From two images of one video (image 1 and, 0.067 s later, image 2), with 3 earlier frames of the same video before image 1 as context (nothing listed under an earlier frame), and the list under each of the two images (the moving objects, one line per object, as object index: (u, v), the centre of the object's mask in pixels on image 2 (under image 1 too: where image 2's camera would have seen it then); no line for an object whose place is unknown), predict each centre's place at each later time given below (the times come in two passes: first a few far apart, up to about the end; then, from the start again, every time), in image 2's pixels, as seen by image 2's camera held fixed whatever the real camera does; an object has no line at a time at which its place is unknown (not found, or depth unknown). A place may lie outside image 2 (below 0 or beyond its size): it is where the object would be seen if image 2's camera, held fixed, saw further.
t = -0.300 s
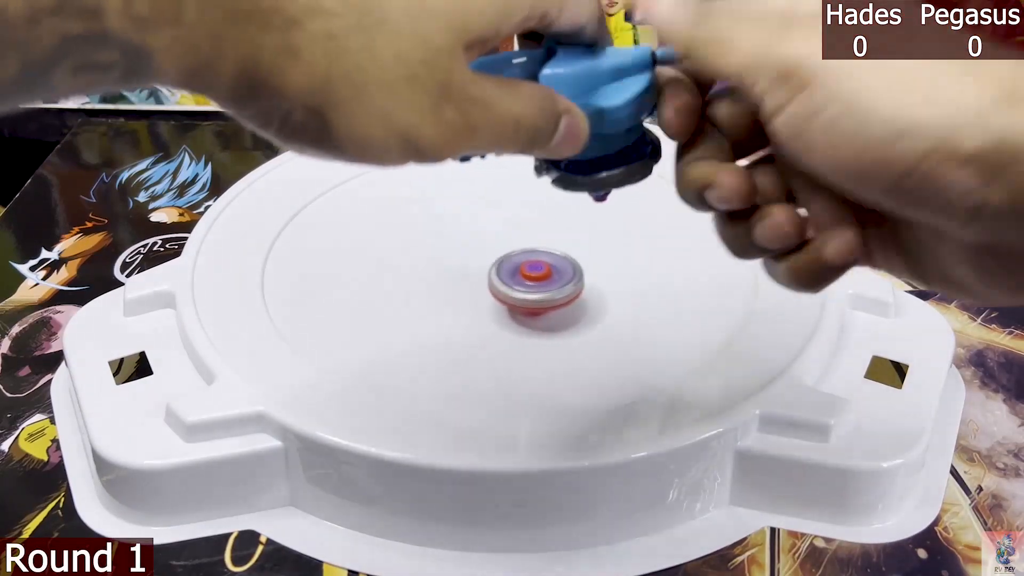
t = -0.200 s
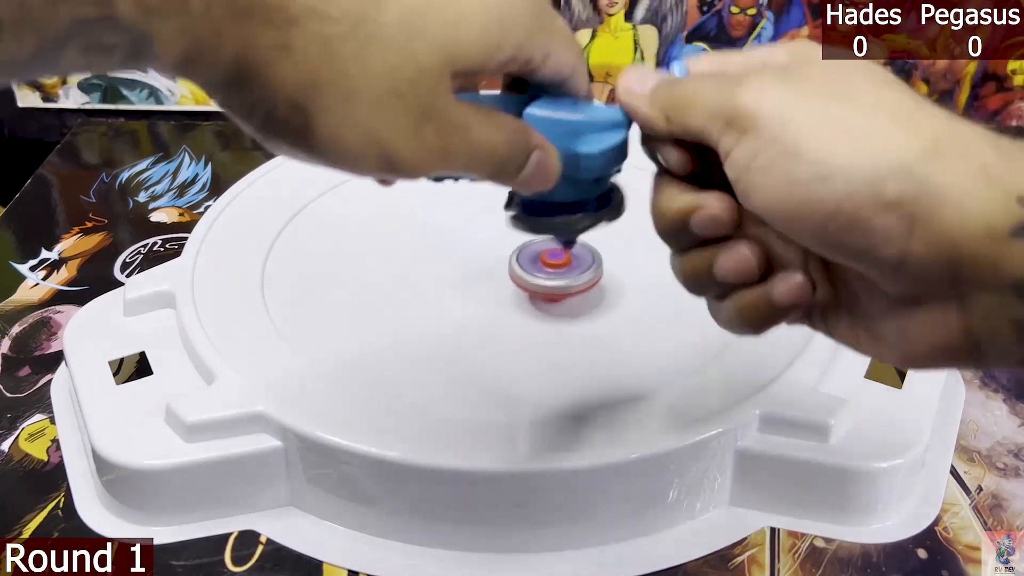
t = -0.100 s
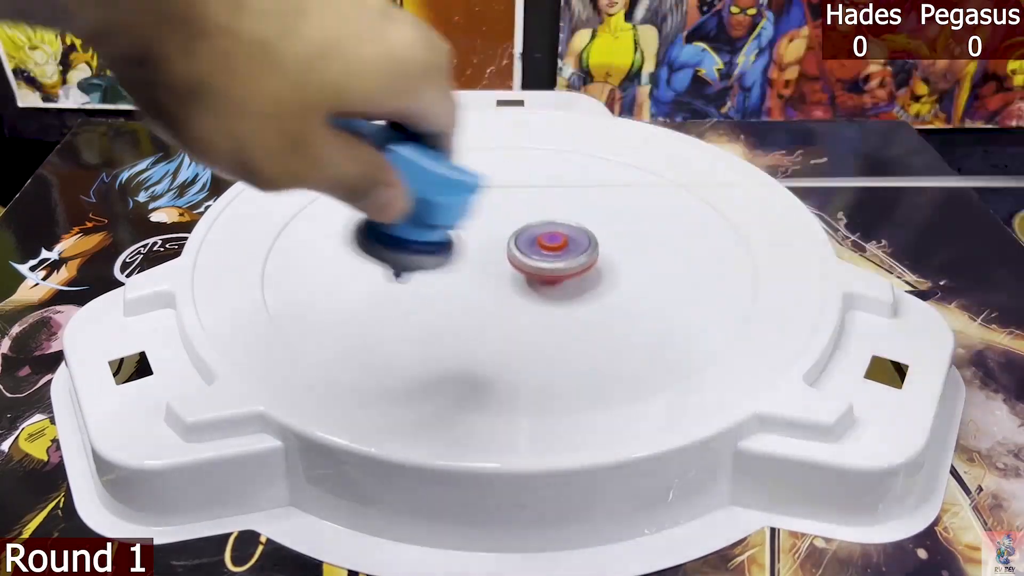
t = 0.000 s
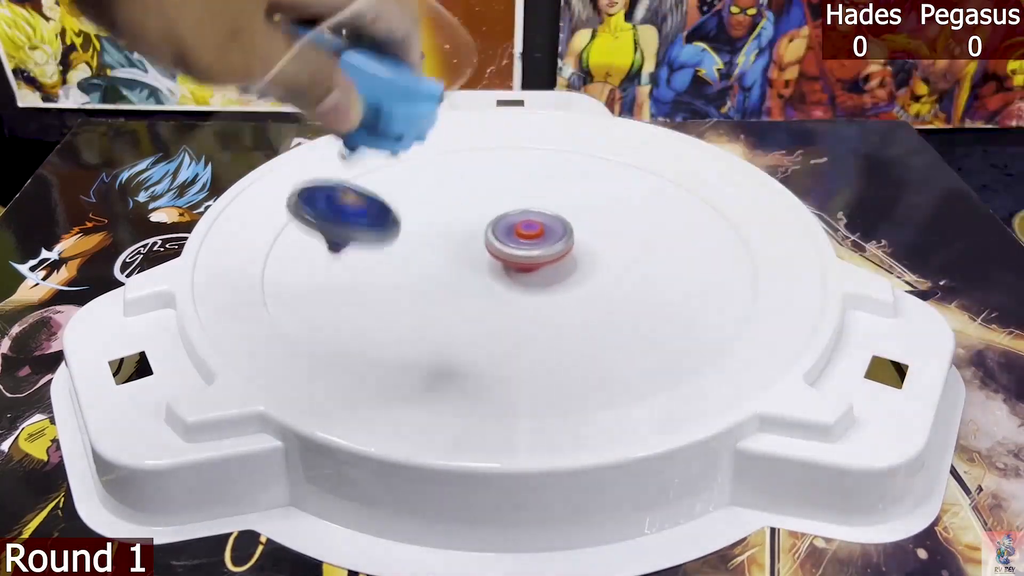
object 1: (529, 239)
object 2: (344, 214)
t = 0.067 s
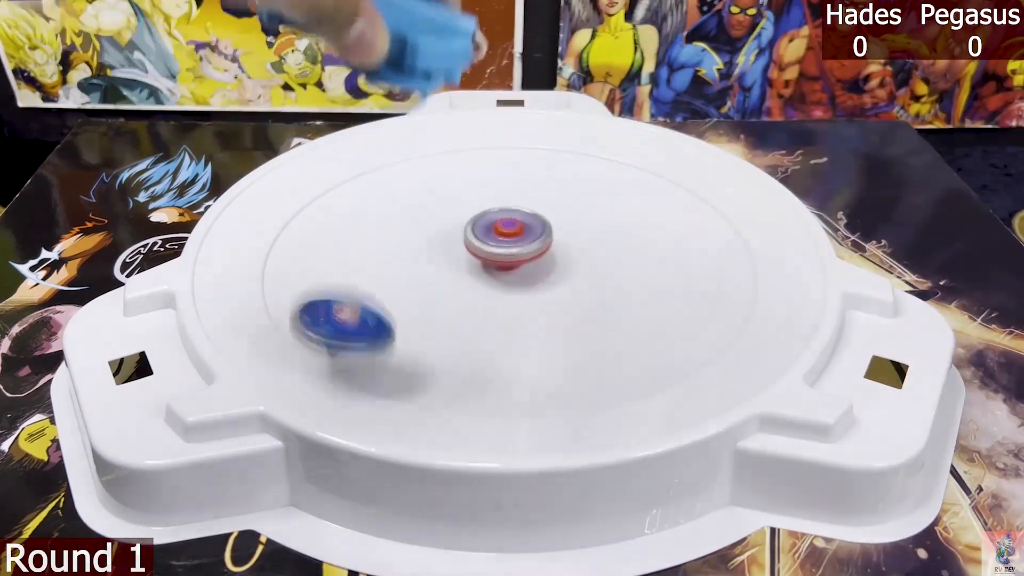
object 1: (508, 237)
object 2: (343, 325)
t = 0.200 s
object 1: (489, 225)
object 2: (446, 294)
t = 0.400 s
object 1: (531, 156)
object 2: (391, 210)
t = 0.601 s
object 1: (496, 185)
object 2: (309, 238)
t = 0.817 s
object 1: (584, 197)
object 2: (267, 256)
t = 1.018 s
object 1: (772, 170)
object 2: (398, 297)
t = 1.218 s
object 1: (680, 246)
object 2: (408, 259)
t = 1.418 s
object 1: (464, 275)
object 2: (368, 241)
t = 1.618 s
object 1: (482, 309)
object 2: (294, 235)
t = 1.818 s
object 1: (584, 301)
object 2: (445, 253)
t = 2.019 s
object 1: (635, 269)
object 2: (464, 154)
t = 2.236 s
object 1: (634, 240)
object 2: (387, 197)
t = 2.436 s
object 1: (625, 241)
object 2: (492, 221)
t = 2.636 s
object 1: (833, 265)
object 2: (352, 180)
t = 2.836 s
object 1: (932, 344)
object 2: (444, 274)
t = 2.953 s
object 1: (995, 410)
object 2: (569, 254)
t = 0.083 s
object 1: (502, 237)
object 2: (355, 339)
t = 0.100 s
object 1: (497, 238)
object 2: (376, 320)
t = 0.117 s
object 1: (492, 238)
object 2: (394, 307)
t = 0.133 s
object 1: (487, 238)
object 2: (413, 301)
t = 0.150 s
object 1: (484, 239)
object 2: (432, 299)
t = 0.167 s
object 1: (481, 239)
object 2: (447, 296)
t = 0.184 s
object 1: (483, 235)
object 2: (450, 289)
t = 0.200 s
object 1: (489, 225)
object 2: (446, 294)
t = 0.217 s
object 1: (496, 215)
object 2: (443, 294)
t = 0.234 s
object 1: (502, 205)
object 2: (441, 293)
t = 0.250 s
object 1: (508, 196)
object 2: (440, 290)
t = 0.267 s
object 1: (513, 188)
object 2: (439, 285)
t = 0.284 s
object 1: (517, 181)
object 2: (439, 278)
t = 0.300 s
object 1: (521, 175)
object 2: (439, 270)
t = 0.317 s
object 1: (525, 169)
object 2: (437, 260)
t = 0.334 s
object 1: (527, 164)
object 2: (432, 250)
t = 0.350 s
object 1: (529, 161)
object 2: (425, 239)
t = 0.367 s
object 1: (531, 158)
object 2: (415, 228)
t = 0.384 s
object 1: (531, 156)
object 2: (404, 218)
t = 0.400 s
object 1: (531, 156)
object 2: (391, 210)
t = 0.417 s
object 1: (531, 156)
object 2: (377, 202)
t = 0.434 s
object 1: (529, 157)
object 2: (361, 194)
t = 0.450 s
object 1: (528, 158)
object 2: (345, 187)
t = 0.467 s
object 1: (525, 160)
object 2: (329, 182)
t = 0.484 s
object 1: (522, 162)
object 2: (316, 181)
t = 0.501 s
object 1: (519, 165)
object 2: (314, 186)
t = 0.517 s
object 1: (515, 168)
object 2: (312, 196)
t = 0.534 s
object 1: (511, 171)
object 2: (312, 212)
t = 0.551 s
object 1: (508, 175)
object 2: (310, 220)
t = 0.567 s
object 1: (504, 178)
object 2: (309, 227)
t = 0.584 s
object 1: (500, 182)
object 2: (308, 233)
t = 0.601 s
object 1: (496, 185)
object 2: (309, 238)
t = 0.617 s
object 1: (492, 189)
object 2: (311, 243)
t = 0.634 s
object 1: (488, 193)
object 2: (315, 246)
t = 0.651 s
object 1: (484, 197)
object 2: (321, 249)
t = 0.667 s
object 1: (480, 201)
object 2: (328, 252)
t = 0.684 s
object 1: (478, 204)
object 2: (337, 255)
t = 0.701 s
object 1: (476, 208)
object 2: (348, 256)
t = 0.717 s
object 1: (474, 212)
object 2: (361, 257)
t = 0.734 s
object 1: (472, 216)
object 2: (374, 257)
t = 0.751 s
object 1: (471, 219)
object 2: (386, 255)
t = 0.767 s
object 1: (470, 223)
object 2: (395, 252)
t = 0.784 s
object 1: (506, 217)
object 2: (357, 250)
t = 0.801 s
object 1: (544, 207)
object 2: (310, 254)
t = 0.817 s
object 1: (584, 197)
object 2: (267, 256)
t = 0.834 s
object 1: (620, 184)
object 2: (276, 256)
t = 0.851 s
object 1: (654, 172)
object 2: (294, 257)
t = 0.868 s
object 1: (681, 160)
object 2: (311, 264)
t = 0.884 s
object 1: (698, 152)
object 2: (330, 276)
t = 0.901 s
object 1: (715, 147)
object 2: (347, 289)
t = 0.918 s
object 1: (731, 148)
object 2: (357, 291)
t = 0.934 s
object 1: (746, 153)
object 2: (367, 295)
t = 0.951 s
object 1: (757, 154)
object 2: (374, 297)
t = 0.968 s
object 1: (763, 153)
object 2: (381, 299)
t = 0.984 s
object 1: (768, 159)
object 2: (387, 299)
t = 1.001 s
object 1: (771, 164)
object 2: (393, 298)
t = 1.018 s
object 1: (772, 170)
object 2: (398, 297)
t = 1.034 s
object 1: (772, 176)
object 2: (402, 295)
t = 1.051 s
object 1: (770, 181)
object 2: (406, 293)
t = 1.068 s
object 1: (767, 187)
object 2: (409, 291)
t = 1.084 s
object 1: (762, 193)
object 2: (411, 288)
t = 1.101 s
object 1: (757, 199)
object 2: (414, 285)
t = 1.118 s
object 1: (750, 205)
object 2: (415, 281)
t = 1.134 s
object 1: (742, 210)
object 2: (415, 278)
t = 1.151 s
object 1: (733, 220)
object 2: (415, 273)
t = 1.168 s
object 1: (722, 227)
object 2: (414, 270)
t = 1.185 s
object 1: (710, 233)
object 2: (412, 266)
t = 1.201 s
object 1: (696, 240)
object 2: (410, 262)
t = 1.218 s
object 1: (680, 246)
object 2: (408, 259)
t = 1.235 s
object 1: (664, 253)
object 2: (405, 255)
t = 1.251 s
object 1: (647, 258)
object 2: (402, 253)
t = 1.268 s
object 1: (629, 263)
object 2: (399, 250)
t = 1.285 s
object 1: (611, 267)
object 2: (395, 246)
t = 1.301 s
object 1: (593, 270)
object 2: (390, 244)
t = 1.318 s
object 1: (573, 272)
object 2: (386, 243)
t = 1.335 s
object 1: (554, 272)
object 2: (381, 241)
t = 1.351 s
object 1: (536, 275)
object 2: (378, 241)
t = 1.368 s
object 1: (517, 275)
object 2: (375, 240)
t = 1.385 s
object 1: (499, 275)
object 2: (372, 240)
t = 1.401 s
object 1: (482, 274)
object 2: (369, 240)
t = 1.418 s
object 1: (464, 275)
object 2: (368, 241)
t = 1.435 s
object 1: (447, 273)
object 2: (366, 241)
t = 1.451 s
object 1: (442, 277)
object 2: (357, 237)
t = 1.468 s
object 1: (442, 282)
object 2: (344, 229)
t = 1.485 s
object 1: (443, 287)
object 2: (333, 223)
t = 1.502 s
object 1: (445, 291)
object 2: (324, 220)
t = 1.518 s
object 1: (447, 294)
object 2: (315, 218)
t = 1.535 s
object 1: (451, 298)
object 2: (307, 218)
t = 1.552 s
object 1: (455, 300)
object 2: (301, 219)
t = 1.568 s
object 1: (461, 303)
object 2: (295, 222)
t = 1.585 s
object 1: (467, 305)
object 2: (292, 226)
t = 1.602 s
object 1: (474, 306)
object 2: (292, 231)
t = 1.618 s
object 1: (482, 309)
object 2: (294, 235)
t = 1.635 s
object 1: (491, 310)
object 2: (298, 242)
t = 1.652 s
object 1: (499, 310)
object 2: (305, 248)
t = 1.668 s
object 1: (508, 311)
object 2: (314, 253)
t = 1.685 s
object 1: (517, 310)
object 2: (324, 258)
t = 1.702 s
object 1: (526, 310)
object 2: (337, 262)
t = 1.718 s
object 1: (536, 309)
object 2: (352, 265)
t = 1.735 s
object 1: (545, 309)
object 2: (369, 267)
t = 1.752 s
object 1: (553, 308)
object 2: (386, 267)
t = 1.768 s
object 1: (562, 307)
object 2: (403, 265)
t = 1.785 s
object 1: (570, 305)
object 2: (418, 262)
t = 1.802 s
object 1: (577, 303)
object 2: (433, 260)
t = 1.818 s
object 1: (584, 301)
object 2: (445, 253)
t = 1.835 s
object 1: (590, 298)
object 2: (456, 248)
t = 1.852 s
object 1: (596, 297)
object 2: (465, 240)
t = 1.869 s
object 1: (602, 294)
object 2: (473, 232)
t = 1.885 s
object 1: (607, 291)
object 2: (479, 224)
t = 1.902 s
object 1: (612, 289)
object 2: (483, 216)
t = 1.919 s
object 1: (617, 285)
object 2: (485, 207)
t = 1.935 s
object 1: (621, 283)
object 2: (486, 198)
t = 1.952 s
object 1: (624, 280)
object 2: (485, 188)
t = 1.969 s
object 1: (628, 277)
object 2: (482, 179)
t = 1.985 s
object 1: (630, 274)
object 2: (477, 171)
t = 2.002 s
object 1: (633, 271)
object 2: (471, 162)
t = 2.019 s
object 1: (635, 269)
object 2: (464, 154)
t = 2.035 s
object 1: (637, 266)
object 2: (455, 147)
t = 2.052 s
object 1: (639, 263)
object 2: (445, 140)
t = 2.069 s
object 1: (640, 261)
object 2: (433, 136)
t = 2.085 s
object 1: (641, 258)
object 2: (423, 140)
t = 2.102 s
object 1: (641, 255)
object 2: (412, 150)
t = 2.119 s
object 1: (641, 253)
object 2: (402, 160)
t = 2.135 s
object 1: (641, 251)
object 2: (395, 164)
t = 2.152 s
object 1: (641, 249)
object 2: (389, 169)
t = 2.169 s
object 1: (640, 247)
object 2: (385, 174)
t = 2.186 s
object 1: (639, 245)
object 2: (382, 180)
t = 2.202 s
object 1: (638, 243)
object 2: (381, 184)
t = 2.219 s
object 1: (636, 242)
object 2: (383, 190)
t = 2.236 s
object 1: (634, 240)
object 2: (387, 197)
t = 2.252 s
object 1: (631, 239)
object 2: (392, 203)
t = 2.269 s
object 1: (629, 237)
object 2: (398, 209)
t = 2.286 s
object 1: (626, 237)
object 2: (407, 215)
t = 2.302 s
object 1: (623, 235)
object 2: (416, 220)
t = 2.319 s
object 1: (619, 235)
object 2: (428, 226)
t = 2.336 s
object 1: (616, 234)
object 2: (439, 229)
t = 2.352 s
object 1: (612, 234)
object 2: (453, 232)
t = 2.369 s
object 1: (608, 234)
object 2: (466, 233)
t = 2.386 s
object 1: (604, 234)
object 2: (481, 234)
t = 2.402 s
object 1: (600, 234)
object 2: (496, 233)
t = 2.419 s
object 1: (596, 235)
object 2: (508, 232)
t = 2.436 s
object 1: (625, 241)
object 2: (492, 221)
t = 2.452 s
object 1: (652, 244)
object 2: (469, 207)
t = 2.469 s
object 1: (681, 247)
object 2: (451, 197)
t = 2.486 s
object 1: (709, 250)
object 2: (437, 187)
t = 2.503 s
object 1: (732, 251)
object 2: (425, 180)
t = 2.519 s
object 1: (753, 251)
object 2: (416, 174)
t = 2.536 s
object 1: (771, 251)
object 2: (407, 170)
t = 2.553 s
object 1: (789, 255)
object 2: (398, 168)
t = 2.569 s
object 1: (805, 258)
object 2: (388, 168)
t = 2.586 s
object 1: (817, 260)
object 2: (379, 168)
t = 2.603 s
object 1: (826, 260)
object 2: (370, 171)
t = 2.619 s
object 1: (830, 260)
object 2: (360, 175)
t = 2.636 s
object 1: (833, 265)
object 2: (352, 180)
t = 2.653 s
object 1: (837, 269)
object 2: (346, 186)
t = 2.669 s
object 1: (842, 272)
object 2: (342, 195)
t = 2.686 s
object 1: (848, 276)
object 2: (341, 204)
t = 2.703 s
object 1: (854, 281)
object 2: (342, 214)
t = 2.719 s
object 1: (861, 289)
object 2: (347, 224)
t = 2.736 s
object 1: (867, 303)
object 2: (354, 235)
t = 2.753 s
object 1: (875, 311)
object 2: (364, 243)
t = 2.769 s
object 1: (887, 317)
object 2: (377, 253)
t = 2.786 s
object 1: (898, 327)
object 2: (391, 259)
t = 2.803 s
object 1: (909, 332)
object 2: (407, 266)
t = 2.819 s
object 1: (921, 338)
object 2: (425, 271)
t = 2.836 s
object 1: (932, 344)
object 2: (444, 274)
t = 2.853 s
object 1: (943, 350)
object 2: (463, 276)
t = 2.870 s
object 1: (953, 356)
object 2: (483, 276)
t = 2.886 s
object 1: (962, 363)
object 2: (503, 274)
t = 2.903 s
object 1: (969, 374)
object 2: (521, 271)
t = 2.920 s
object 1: (974, 390)
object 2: (538, 267)
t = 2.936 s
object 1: (985, 399)
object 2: (555, 260)
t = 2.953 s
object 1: (995, 410)
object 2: (569, 254)
